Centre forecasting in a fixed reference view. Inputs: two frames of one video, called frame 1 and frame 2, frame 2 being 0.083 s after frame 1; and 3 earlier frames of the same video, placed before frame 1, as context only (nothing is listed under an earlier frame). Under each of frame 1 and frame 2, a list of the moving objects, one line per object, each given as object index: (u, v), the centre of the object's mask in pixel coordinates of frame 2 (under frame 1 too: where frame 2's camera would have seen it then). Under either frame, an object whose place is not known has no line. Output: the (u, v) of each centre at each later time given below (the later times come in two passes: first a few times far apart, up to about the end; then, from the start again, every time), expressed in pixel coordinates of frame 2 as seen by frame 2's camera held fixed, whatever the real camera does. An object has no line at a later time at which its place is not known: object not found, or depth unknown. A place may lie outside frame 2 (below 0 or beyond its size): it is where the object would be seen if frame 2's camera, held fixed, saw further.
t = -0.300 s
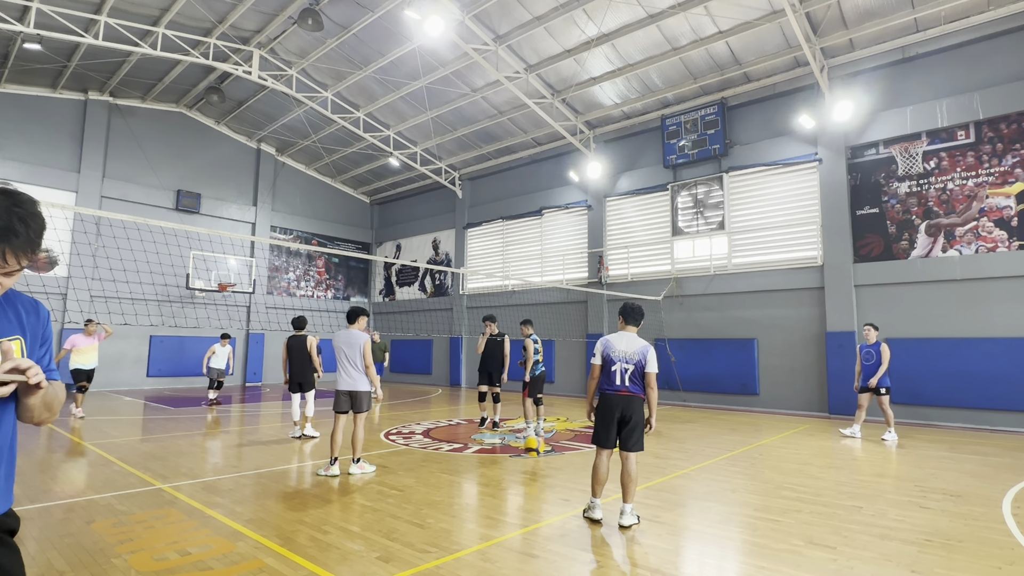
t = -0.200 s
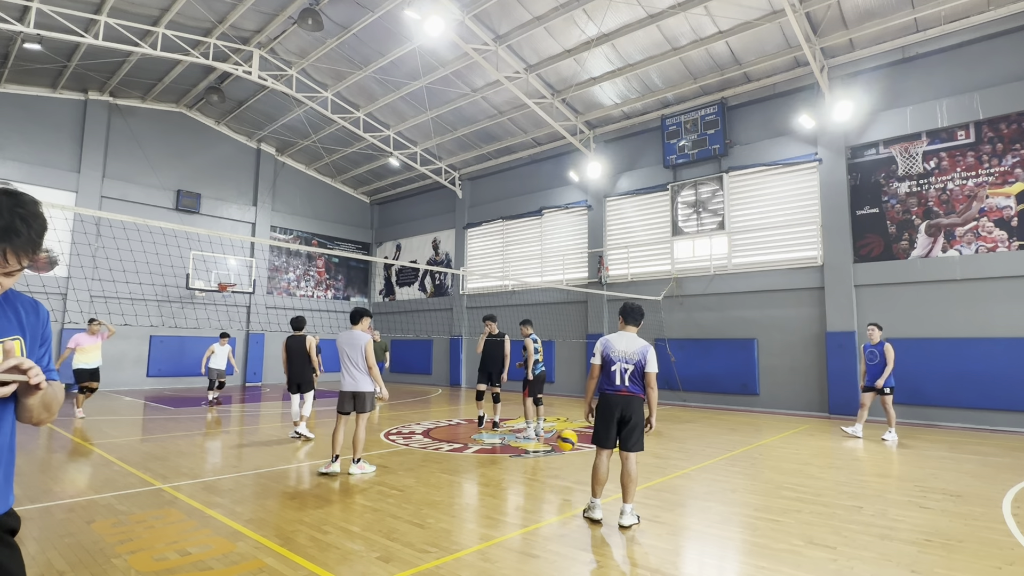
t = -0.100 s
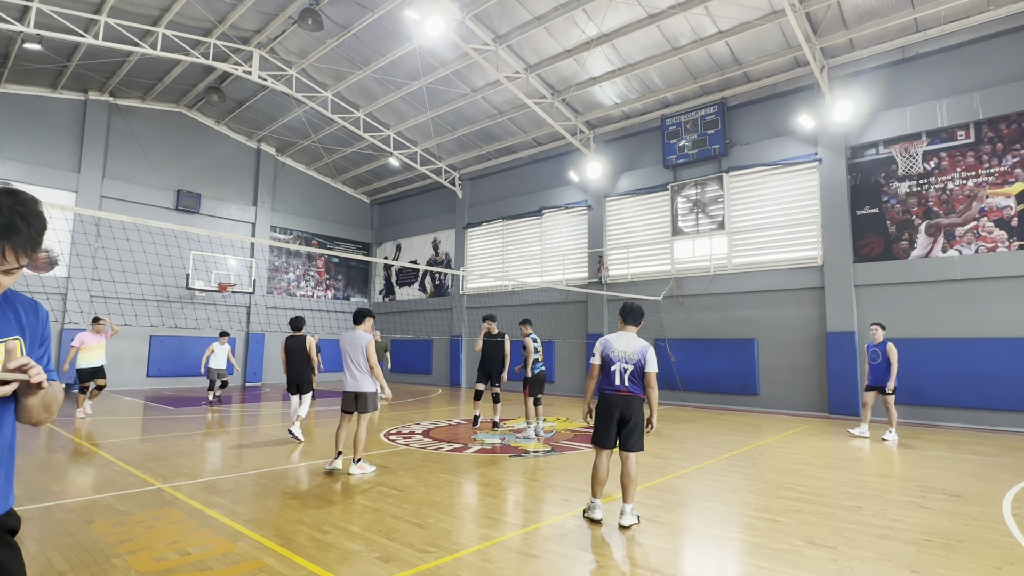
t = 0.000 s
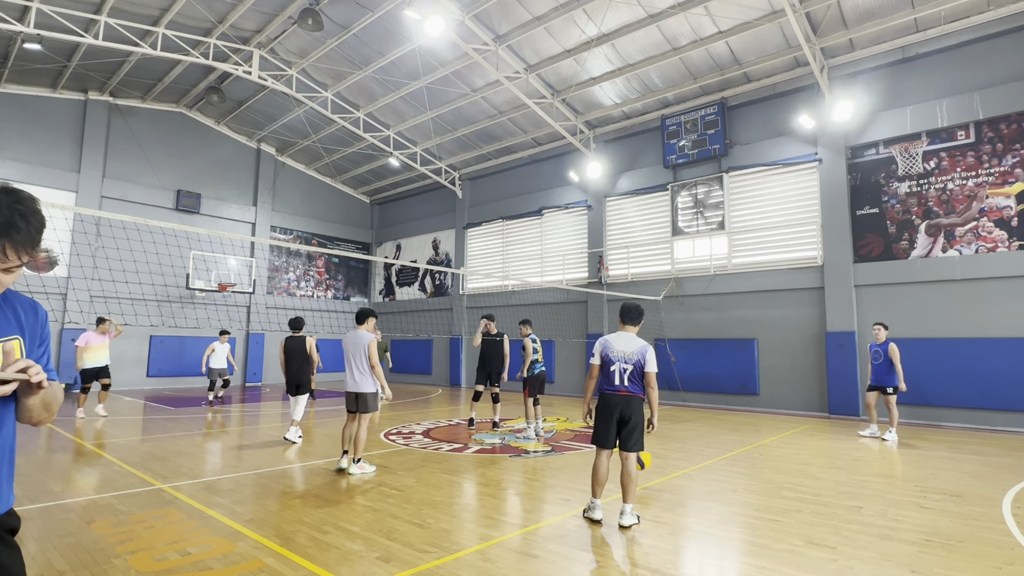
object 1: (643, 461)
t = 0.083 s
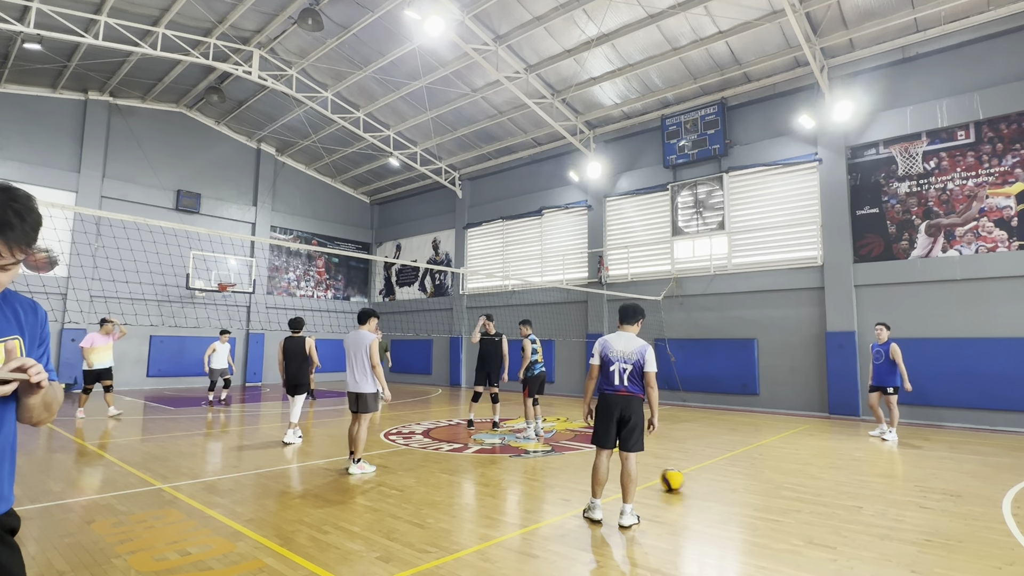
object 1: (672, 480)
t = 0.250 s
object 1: (741, 464)
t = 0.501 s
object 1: (862, 502)
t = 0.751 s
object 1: (1000, 499)
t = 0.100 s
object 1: (679, 478)
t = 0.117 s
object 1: (685, 475)
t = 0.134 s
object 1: (692, 472)
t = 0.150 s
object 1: (699, 470)
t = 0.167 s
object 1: (706, 469)
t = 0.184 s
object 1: (713, 467)
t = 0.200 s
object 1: (720, 466)
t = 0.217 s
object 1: (727, 465)
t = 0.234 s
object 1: (733, 464)
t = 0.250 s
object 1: (741, 464)
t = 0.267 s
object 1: (749, 464)
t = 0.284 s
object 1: (756, 464)
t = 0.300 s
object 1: (763, 465)
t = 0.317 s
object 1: (771, 466)
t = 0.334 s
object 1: (779, 468)
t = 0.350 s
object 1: (787, 470)
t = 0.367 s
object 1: (794, 472)
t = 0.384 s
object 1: (802, 474)
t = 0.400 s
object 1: (810, 477)
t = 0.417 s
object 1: (818, 480)
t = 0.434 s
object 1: (826, 483)
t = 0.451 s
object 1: (836, 487)
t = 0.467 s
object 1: (844, 492)
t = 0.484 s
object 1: (853, 497)
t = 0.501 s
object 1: (862, 502)
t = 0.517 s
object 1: (871, 501)
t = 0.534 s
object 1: (879, 498)
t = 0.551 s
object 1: (887, 496)
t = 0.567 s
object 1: (896, 494)
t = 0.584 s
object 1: (904, 493)
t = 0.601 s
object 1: (913, 491)
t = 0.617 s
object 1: (923, 491)
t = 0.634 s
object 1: (932, 490)
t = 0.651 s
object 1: (941, 490)
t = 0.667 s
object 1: (952, 490)
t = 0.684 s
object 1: (961, 491)
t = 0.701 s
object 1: (971, 492)
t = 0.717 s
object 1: (981, 494)
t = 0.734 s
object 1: (990, 496)
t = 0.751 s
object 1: (1000, 499)
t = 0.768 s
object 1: (1008, 500)
